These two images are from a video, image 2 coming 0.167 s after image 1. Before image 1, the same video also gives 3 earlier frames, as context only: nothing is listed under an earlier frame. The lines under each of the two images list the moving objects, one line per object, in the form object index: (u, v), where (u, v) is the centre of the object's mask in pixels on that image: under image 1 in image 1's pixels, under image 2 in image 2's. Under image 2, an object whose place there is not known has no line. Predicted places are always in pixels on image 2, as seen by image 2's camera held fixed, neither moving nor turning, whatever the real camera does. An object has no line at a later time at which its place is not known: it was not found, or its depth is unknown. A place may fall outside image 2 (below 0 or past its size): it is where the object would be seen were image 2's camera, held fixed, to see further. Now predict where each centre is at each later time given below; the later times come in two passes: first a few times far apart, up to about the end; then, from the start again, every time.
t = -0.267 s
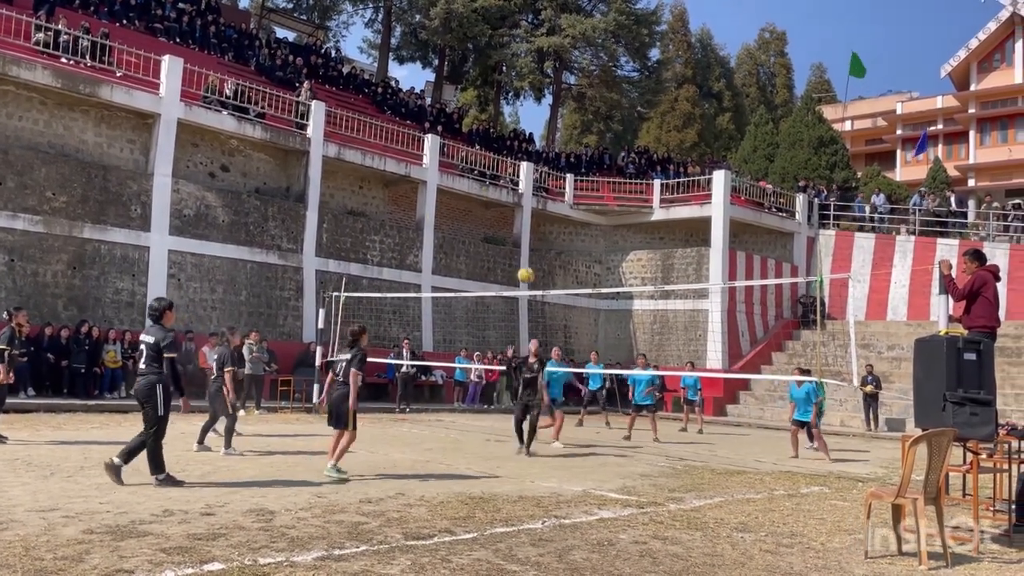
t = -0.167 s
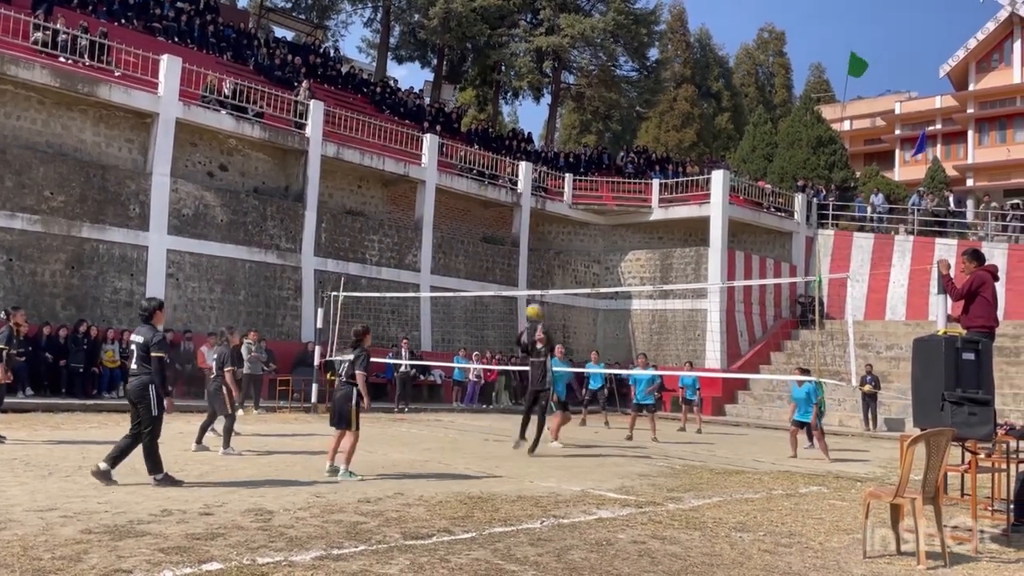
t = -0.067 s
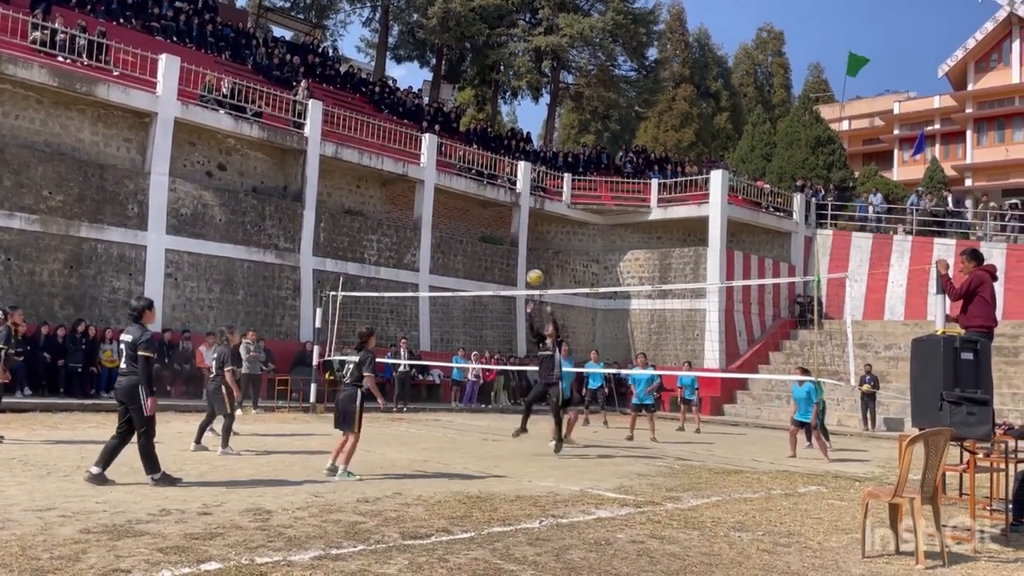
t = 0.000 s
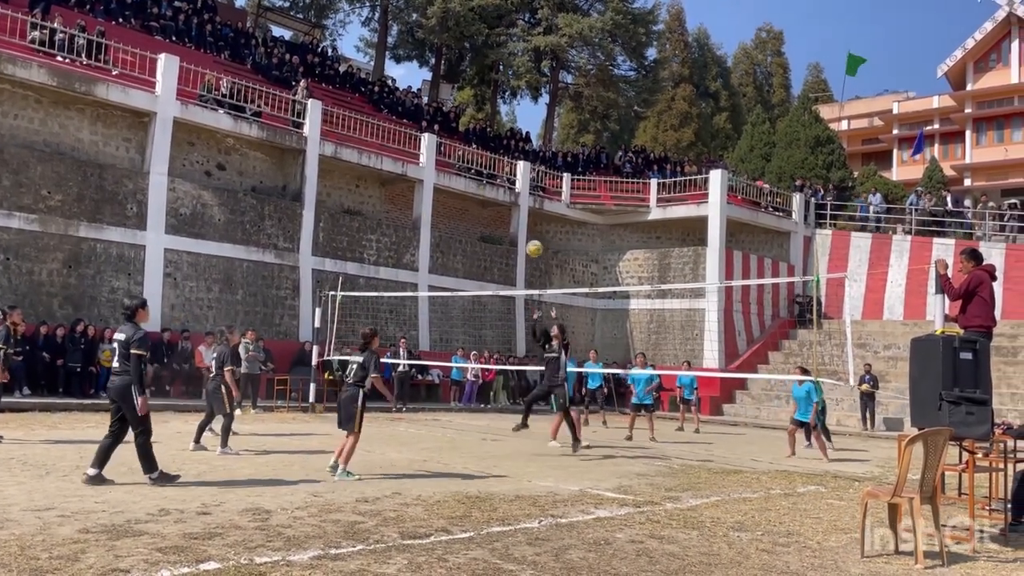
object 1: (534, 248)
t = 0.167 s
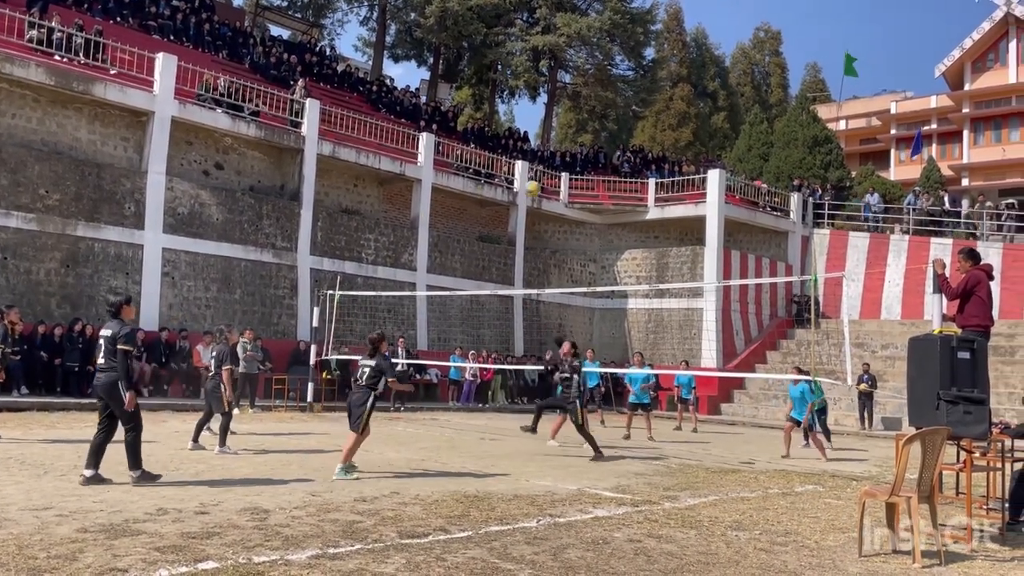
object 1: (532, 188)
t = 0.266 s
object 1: (531, 163)
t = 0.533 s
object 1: (526, 132)
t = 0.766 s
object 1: (520, 153)
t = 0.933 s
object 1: (513, 199)
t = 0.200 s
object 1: (532, 180)
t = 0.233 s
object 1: (531, 171)
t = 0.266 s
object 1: (531, 163)
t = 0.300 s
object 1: (531, 157)
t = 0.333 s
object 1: (530, 150)
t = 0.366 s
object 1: (529, 146)
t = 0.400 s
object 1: (529, 141)
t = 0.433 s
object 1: (528, 137)
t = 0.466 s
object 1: (528, 134)
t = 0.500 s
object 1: (527, 132)
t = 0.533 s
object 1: (526, 132)
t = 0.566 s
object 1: (526, 132)
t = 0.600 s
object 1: (525, 133)
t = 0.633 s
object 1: (524, 135)
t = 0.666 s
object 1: (523, 138)
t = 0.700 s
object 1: (522, 142)
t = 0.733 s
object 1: (521, 147)
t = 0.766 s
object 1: (520, 153)
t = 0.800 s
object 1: (518, 159)
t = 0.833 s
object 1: (517, 168)
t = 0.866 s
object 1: (516, 177)
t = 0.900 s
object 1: (514, 188)
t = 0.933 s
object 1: (513, 199)
